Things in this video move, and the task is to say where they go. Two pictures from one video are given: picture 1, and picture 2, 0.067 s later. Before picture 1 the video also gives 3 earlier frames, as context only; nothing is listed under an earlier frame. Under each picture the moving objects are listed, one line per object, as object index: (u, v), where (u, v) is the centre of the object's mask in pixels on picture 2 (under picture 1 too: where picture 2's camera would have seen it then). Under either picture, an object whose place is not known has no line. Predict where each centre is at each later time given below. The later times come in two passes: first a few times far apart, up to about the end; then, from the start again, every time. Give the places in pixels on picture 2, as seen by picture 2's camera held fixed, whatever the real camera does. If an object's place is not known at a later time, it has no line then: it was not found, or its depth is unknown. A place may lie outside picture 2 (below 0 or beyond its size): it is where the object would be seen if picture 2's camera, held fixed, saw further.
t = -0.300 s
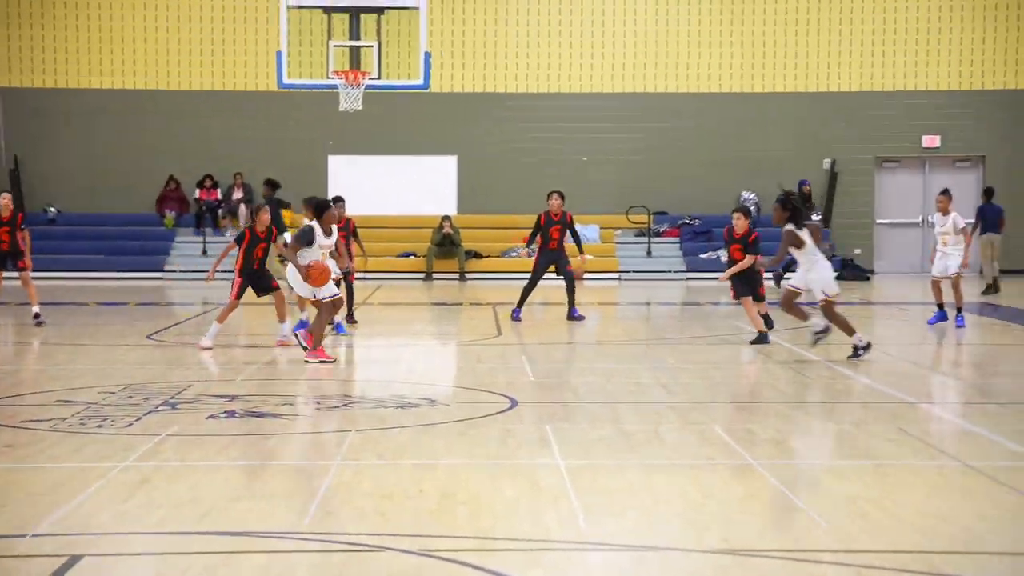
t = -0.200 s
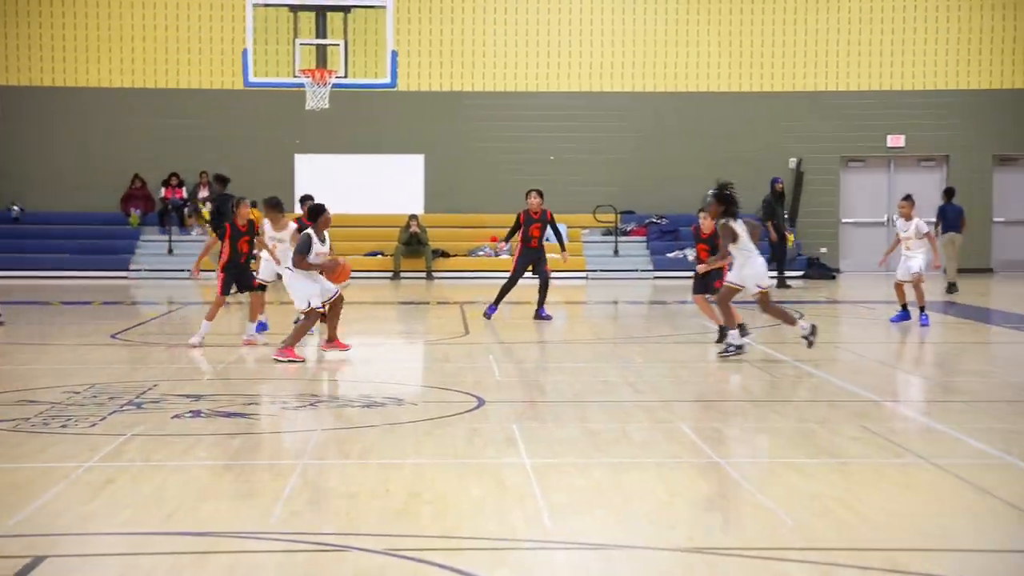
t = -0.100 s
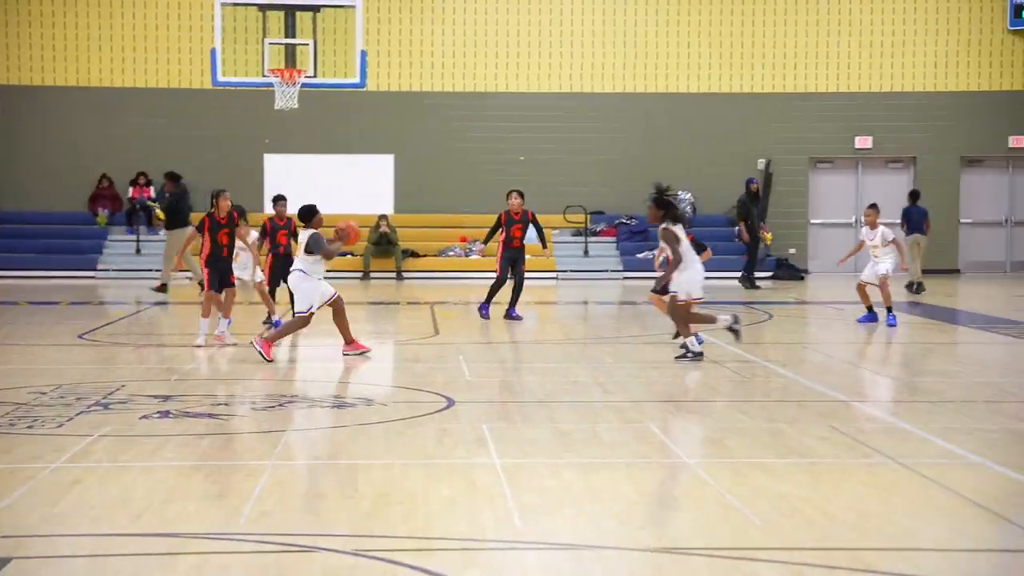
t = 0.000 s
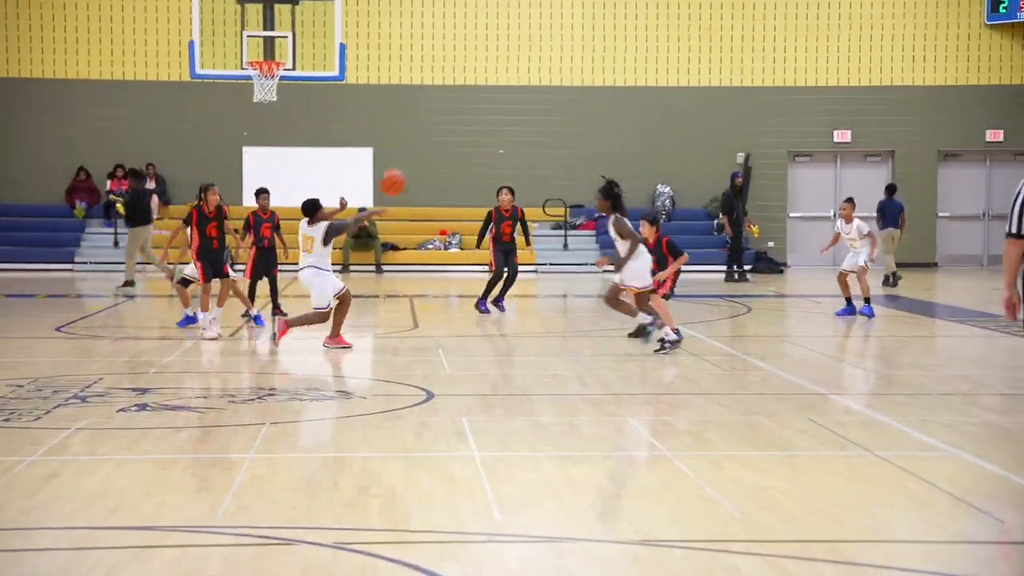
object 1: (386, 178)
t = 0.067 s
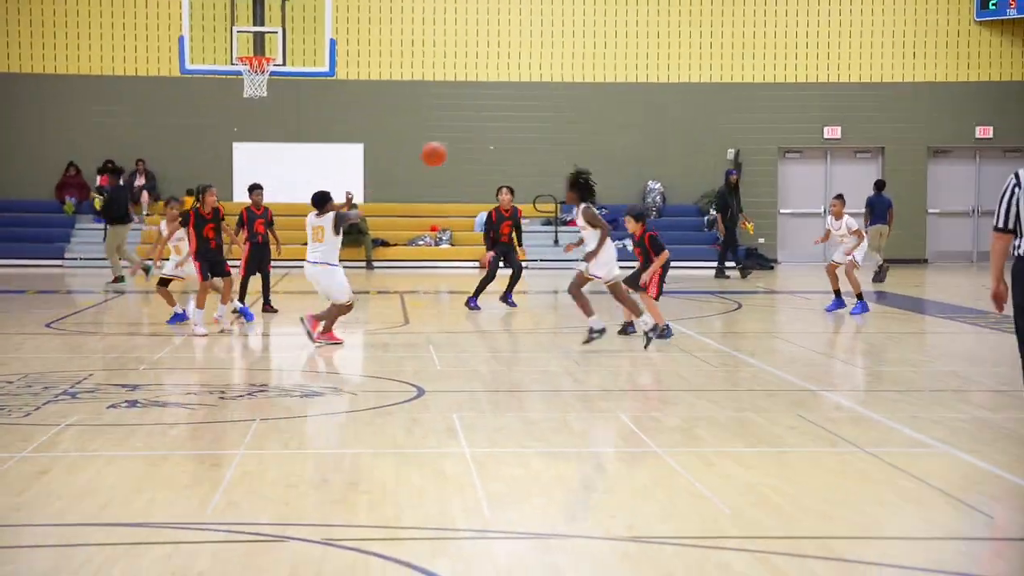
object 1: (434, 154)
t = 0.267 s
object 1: (572, 111)
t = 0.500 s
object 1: (716, 111)
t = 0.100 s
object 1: (457, 144)
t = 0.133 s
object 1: (481, 135)
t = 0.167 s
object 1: (504, 127)
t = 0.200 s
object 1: (528, 121)
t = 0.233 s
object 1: (550, 116)
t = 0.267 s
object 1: (572, 111)
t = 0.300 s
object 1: (594, 108)
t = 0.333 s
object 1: (615, 106)
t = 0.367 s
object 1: (637, 105)
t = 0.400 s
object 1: (657, 105)
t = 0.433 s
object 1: (678, 106)
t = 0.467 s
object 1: (697, 108)
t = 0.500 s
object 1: (716, 111)
